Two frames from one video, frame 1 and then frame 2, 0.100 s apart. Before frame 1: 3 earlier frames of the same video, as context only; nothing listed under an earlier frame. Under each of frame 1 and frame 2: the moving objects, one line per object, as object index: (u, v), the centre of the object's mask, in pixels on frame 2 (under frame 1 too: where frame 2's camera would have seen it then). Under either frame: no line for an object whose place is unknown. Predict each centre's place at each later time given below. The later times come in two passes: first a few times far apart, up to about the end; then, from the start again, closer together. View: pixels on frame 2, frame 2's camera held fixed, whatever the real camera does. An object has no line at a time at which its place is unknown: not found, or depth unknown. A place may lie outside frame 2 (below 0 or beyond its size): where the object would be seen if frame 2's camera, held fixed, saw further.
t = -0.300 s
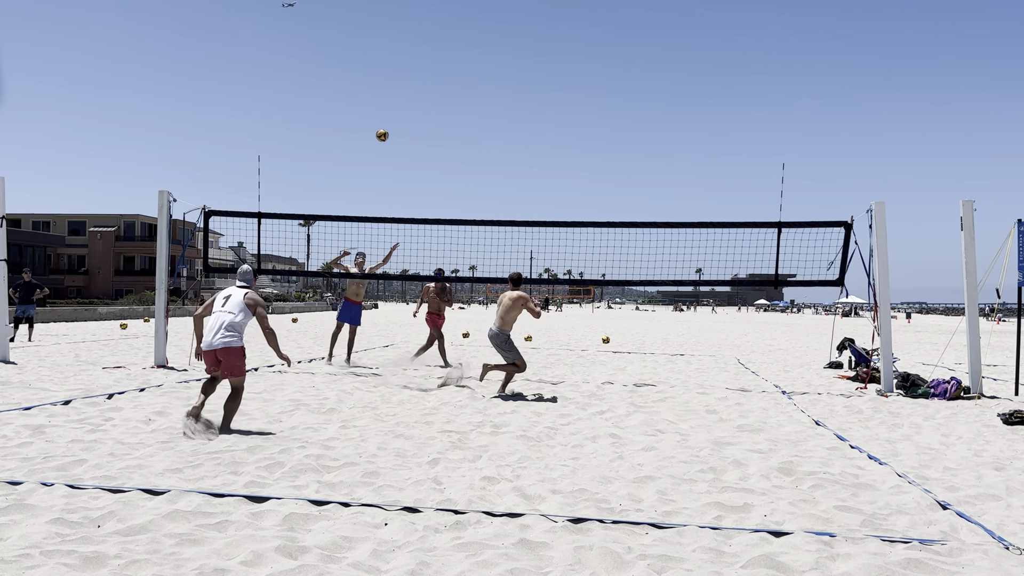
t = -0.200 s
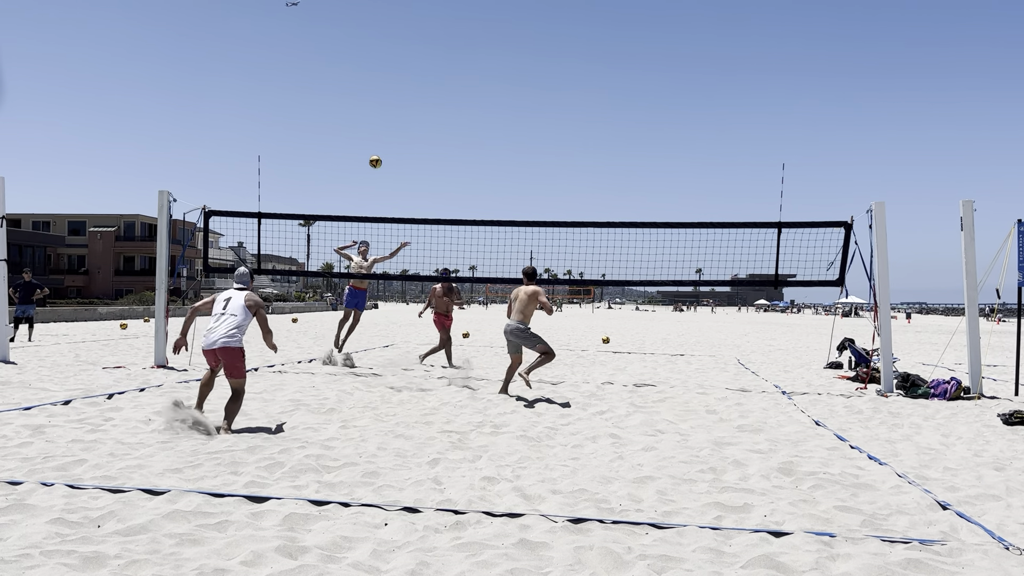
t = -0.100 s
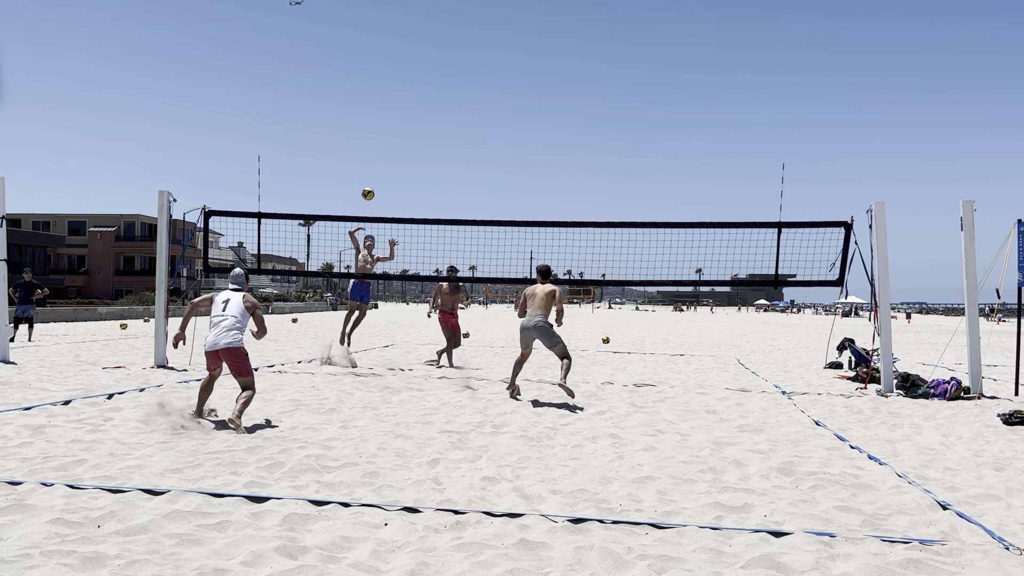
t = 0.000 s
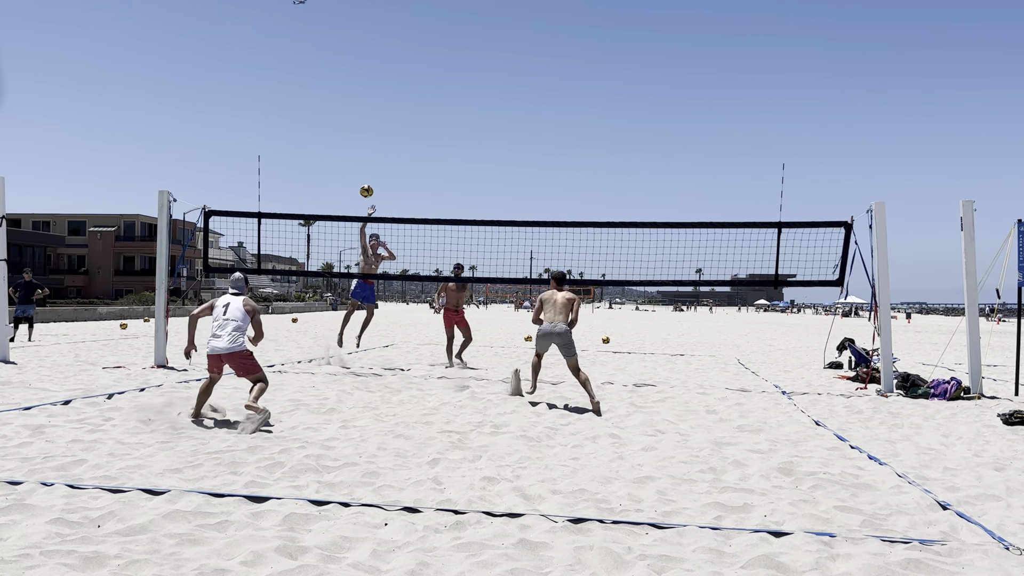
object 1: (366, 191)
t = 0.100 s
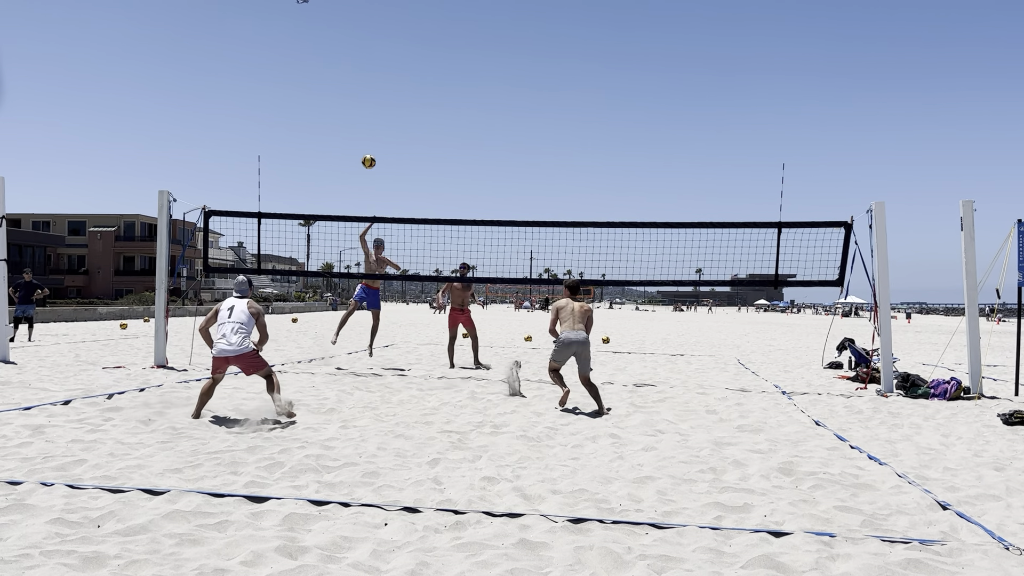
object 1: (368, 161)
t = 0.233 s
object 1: (370, 128)
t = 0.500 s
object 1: (370, 91)
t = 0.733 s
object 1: (364, 107)
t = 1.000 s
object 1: (346, 215)
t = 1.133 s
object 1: (328, 326)
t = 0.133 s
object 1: (369, 152)
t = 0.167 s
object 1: (369, 144)
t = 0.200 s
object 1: (370, 136)
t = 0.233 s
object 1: (370, 128)
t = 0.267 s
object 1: (370, 121)
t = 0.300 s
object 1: (370, 115)
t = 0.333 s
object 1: (370, 109)
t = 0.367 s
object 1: (371, 104)
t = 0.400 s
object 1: (371, 99)
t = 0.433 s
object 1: (371, 96)
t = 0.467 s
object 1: (370, 93)
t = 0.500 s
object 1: (370, 91)
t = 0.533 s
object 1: (369, 91)
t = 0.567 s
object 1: (368, 90)
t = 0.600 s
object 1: (368, 91)
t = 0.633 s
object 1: (367, 93)
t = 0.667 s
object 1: (366, 97)
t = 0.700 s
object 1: (365, 101)
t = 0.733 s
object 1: (364, 107)
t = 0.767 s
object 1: (363, 114)
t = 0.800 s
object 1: (361, 123)
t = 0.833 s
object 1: (360, 134)
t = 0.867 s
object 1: (357, 146)
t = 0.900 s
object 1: (355, 160)
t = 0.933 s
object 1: (352, 176)
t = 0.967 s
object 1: (349, 195)
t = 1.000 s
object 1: (346, 215)
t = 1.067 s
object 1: (338, 265)
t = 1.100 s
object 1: (333, 293)
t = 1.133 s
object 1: (328, 326)
